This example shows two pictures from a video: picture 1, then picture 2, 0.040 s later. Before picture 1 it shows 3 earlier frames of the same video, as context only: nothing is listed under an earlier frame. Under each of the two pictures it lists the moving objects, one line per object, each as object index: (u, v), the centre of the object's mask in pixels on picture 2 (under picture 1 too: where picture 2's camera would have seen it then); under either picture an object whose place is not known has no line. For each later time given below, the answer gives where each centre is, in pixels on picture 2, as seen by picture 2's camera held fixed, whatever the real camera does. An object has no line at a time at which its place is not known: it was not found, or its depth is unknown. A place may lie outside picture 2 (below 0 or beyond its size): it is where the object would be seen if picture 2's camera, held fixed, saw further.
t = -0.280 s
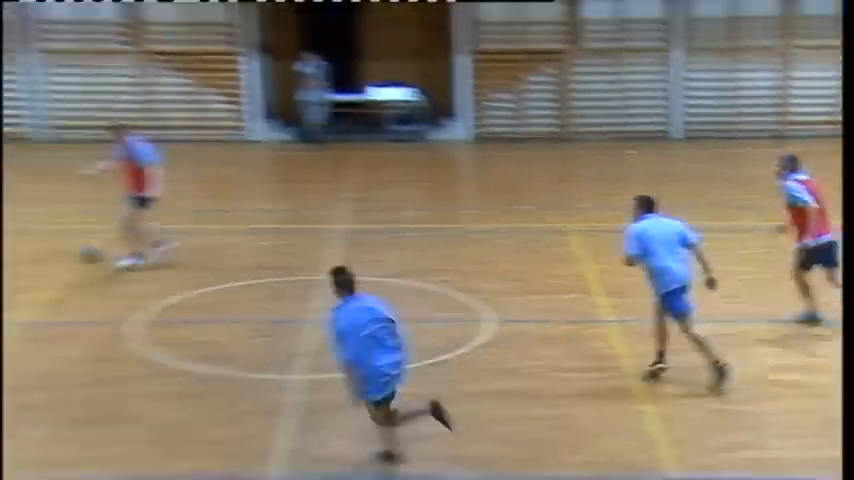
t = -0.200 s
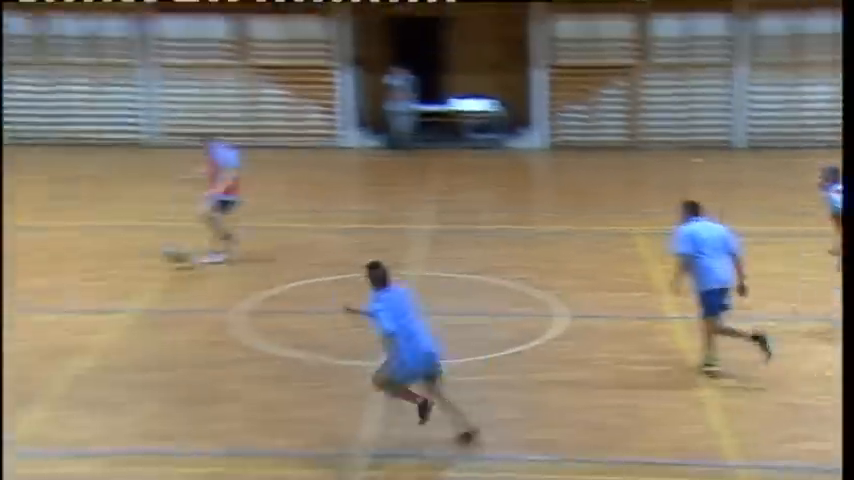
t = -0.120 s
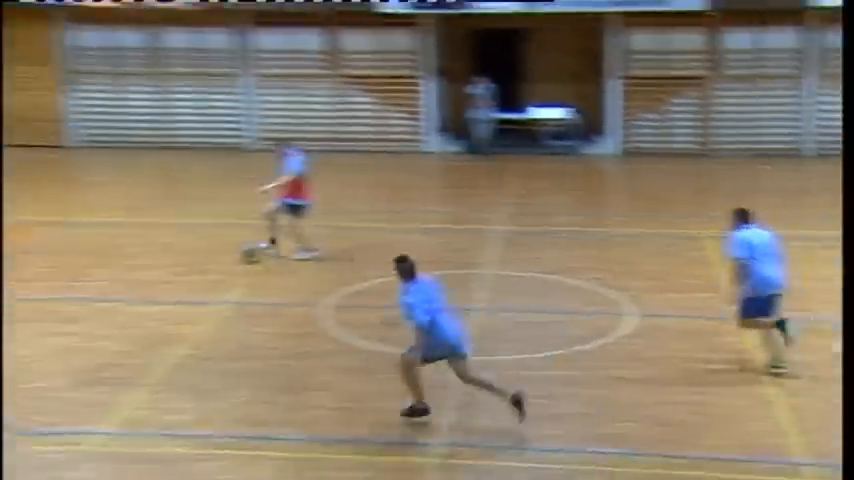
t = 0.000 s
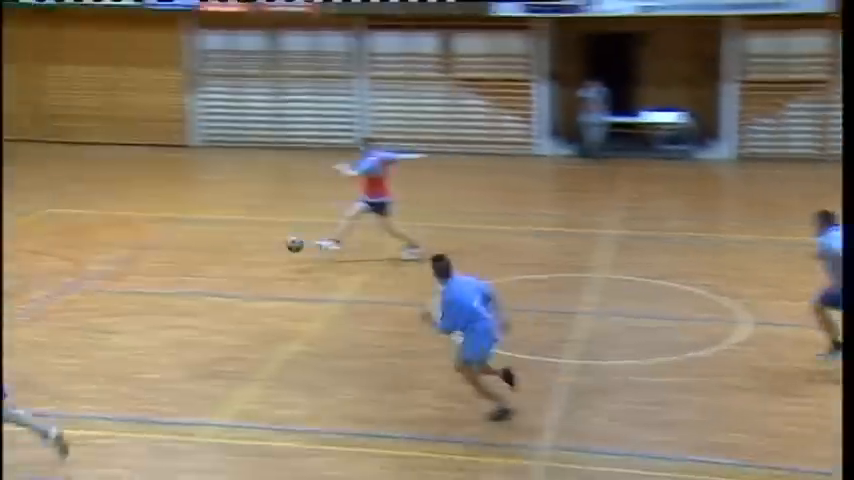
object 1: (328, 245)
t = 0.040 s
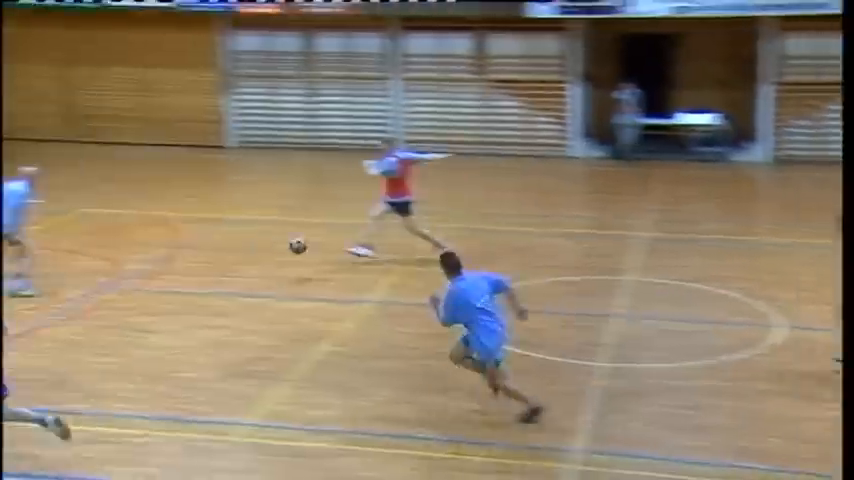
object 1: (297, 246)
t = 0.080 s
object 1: (267, 248)
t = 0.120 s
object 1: (237, 251)
